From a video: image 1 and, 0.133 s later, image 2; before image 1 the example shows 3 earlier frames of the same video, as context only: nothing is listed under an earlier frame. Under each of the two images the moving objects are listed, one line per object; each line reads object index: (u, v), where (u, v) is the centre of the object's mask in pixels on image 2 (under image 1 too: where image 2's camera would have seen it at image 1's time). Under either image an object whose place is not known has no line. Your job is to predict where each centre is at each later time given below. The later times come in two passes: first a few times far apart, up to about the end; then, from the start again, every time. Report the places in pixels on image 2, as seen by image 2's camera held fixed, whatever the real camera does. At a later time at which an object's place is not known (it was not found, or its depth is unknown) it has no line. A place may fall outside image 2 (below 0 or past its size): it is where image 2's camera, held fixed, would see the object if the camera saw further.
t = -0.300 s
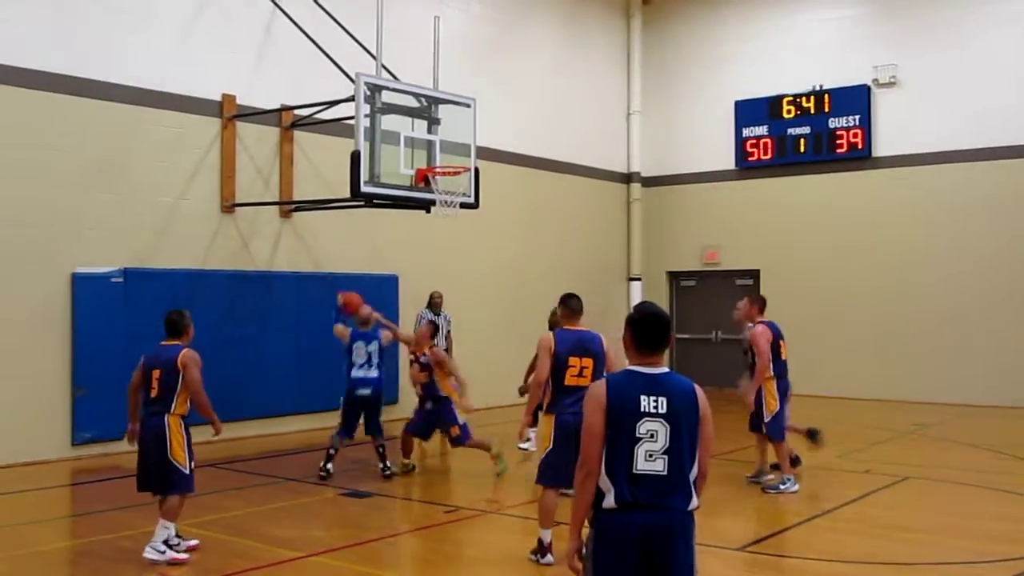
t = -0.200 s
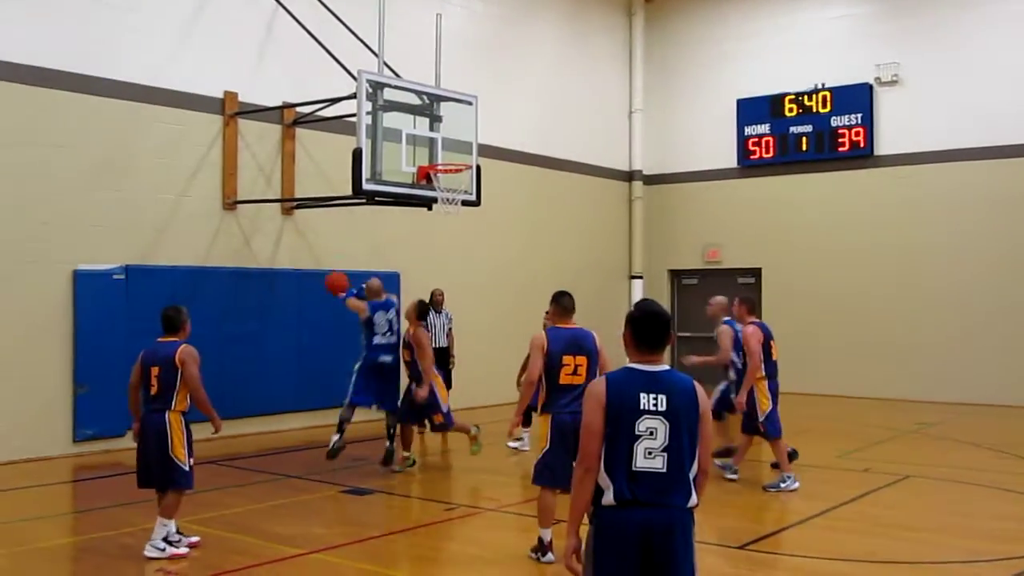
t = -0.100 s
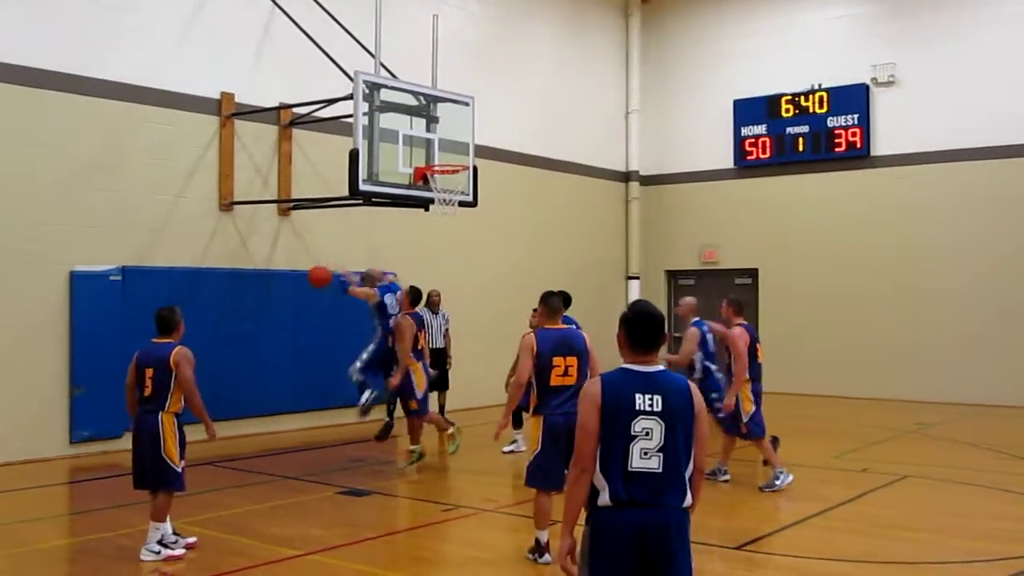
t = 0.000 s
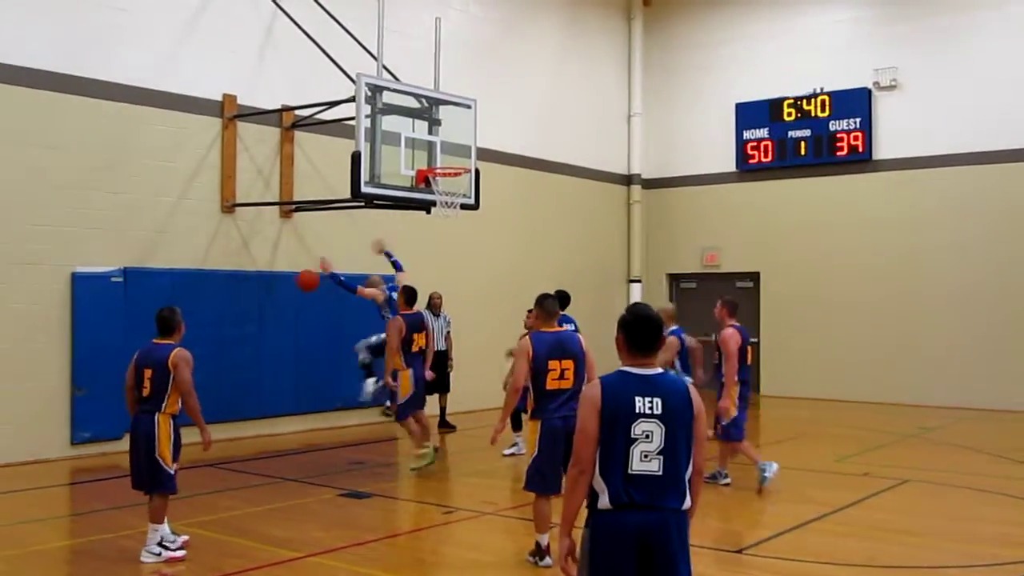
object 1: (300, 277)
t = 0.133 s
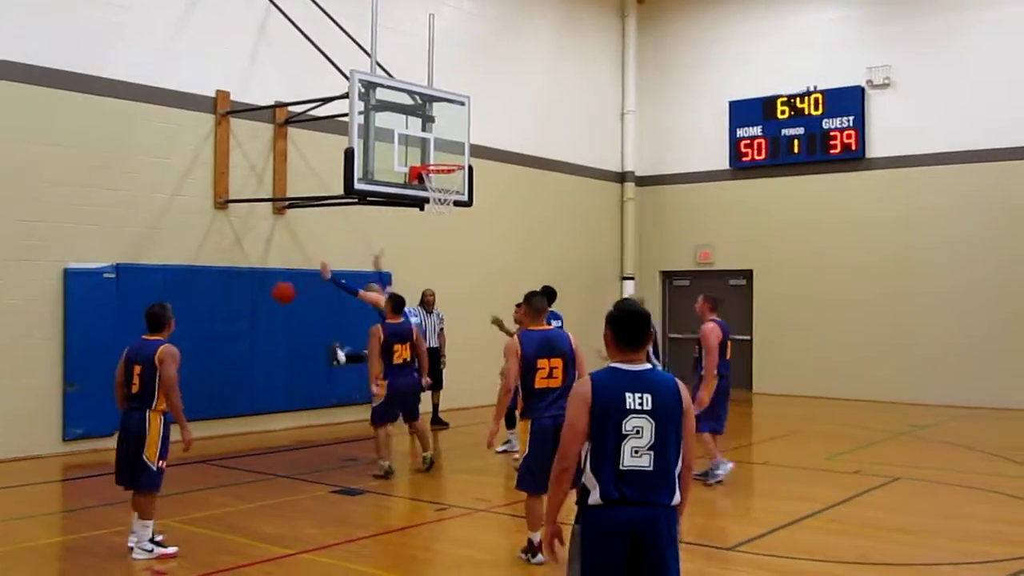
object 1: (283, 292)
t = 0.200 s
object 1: (274, 306)
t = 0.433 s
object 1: (247, 379)
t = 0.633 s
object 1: (234, 400)
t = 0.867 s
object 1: (234, 341)
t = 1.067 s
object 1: (241, 329)
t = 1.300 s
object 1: (252, 356)
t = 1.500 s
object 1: (261, 413)
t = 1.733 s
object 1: (264, 377)
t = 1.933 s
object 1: (265, 358)
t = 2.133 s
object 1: (265, 371)
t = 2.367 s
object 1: (270, 410)
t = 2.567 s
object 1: (280, 394)
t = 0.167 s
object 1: (279, 298)
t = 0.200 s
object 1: (274, 306)
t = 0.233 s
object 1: (271, 314)
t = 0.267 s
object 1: (267, 322)
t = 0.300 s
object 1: (262, 332)
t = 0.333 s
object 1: (259, 343)
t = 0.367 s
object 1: (253, 354)
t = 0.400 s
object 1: (251, 366)
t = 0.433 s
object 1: (247, 379)
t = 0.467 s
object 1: (242, 391)
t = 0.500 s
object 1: (239, 406)
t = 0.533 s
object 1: (235, 422)
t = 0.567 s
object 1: (232, 427)
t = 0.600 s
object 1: (233, 413)
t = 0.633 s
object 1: (234, 400)
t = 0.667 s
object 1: (233, 389)
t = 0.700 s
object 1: (234, 378)
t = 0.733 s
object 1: (233, 370)
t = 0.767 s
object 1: (234, 361)
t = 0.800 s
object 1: (234, 353)
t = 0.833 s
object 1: (234, 347)
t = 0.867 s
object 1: (234, 341)
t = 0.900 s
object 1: (235, 337)
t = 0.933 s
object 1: (236, 334)
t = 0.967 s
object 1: (238, 332)
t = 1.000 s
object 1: (239, 330)
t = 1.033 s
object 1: (240, 329)
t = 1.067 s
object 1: (241, 329)
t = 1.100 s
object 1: (243, 331)
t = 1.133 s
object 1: (244, 332)
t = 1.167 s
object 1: (245, 335)
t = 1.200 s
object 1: (247, 339)
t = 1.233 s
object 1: (248, 344)
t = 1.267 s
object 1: (251, 350)
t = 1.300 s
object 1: (252, 356)
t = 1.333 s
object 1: (253, 364)
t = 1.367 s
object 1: (255, 371)
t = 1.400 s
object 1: (257, 381)
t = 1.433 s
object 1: (258, 390)
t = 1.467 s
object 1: (260, 400)
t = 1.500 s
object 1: (261, 413)
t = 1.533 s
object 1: (262, 426)
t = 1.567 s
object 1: (262, 418)
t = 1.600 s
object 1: (262, 408)
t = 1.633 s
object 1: (263, 398)
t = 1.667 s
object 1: (264, 391)
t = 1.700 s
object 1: (264, 384)
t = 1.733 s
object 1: (264, 377)
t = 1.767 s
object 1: (264, 372)
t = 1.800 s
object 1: (264, 367)
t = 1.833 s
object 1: (264, 363)
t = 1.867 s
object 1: (264, 360)
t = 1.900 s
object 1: (264, 359)
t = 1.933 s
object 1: (265, 358)
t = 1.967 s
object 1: (265, 358)
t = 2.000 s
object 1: (265, 359)
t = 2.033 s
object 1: (265, 360)
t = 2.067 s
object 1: (265, 362)
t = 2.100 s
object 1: (265, 367)
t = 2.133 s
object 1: (265, 371)
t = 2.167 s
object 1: (266, 374)
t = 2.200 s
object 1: (267, 378)
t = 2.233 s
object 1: (267, 382)
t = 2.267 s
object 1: (268, 388)
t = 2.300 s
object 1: (268, 394)
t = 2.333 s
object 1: (269, 402)
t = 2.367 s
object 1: (270, 410)
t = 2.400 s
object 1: (271, 419)
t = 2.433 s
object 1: (272, 419)
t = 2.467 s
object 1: (274, 413)
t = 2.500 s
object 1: (276, 406)
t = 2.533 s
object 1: (278, 402)
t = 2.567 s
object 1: (280, 394)
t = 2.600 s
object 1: (282, 390)
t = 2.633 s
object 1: (283, 387)
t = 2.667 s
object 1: (285, 385)
